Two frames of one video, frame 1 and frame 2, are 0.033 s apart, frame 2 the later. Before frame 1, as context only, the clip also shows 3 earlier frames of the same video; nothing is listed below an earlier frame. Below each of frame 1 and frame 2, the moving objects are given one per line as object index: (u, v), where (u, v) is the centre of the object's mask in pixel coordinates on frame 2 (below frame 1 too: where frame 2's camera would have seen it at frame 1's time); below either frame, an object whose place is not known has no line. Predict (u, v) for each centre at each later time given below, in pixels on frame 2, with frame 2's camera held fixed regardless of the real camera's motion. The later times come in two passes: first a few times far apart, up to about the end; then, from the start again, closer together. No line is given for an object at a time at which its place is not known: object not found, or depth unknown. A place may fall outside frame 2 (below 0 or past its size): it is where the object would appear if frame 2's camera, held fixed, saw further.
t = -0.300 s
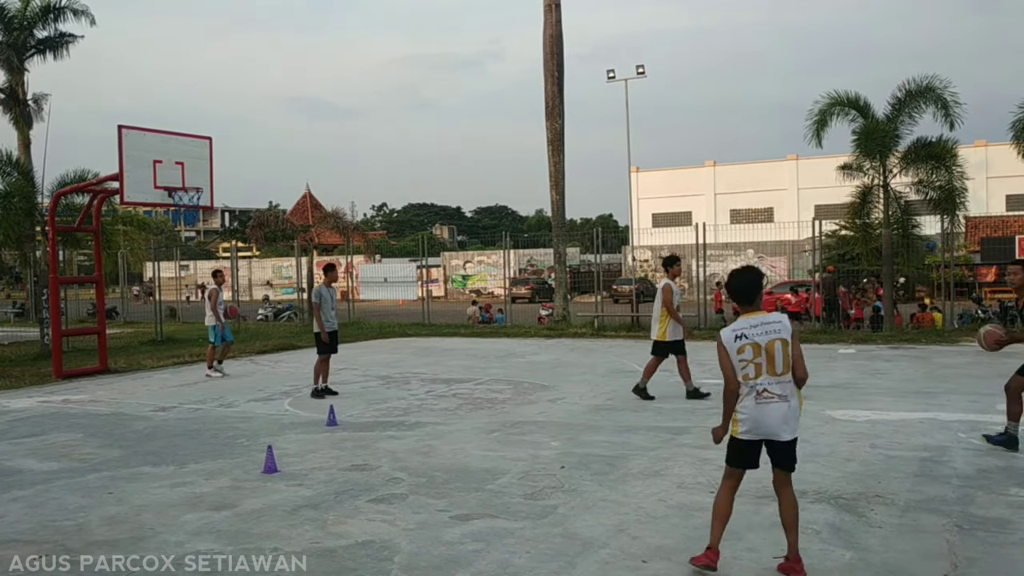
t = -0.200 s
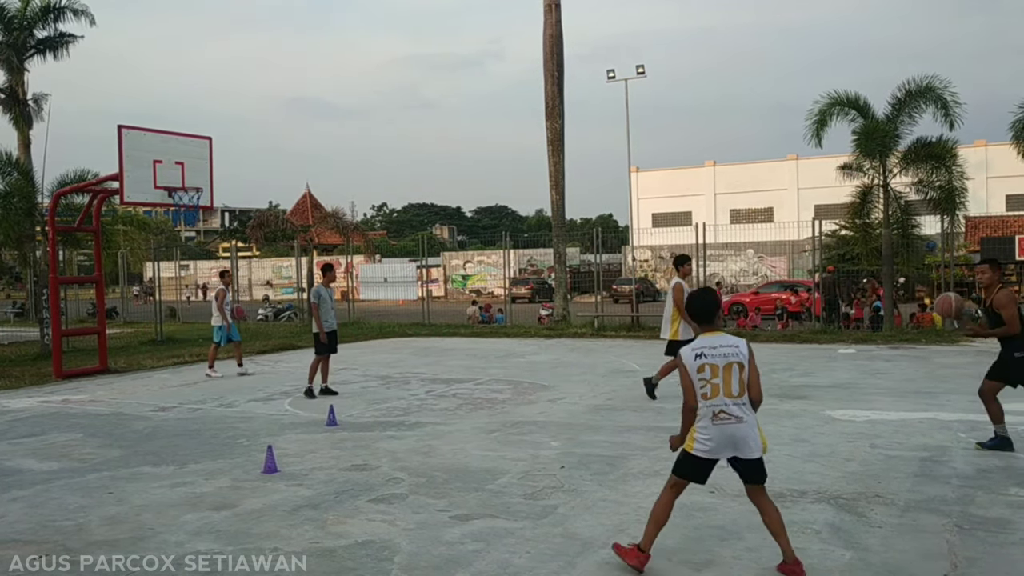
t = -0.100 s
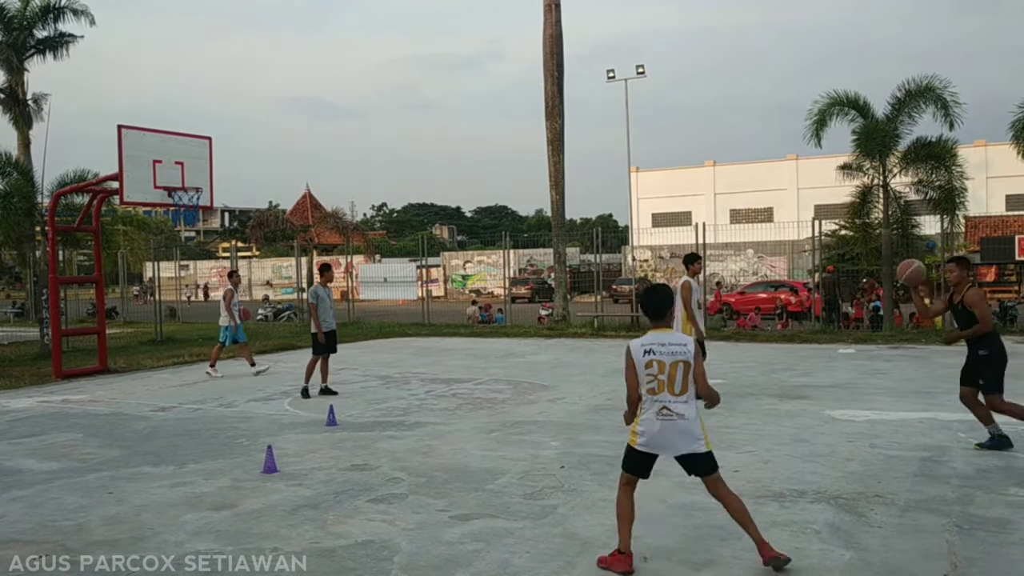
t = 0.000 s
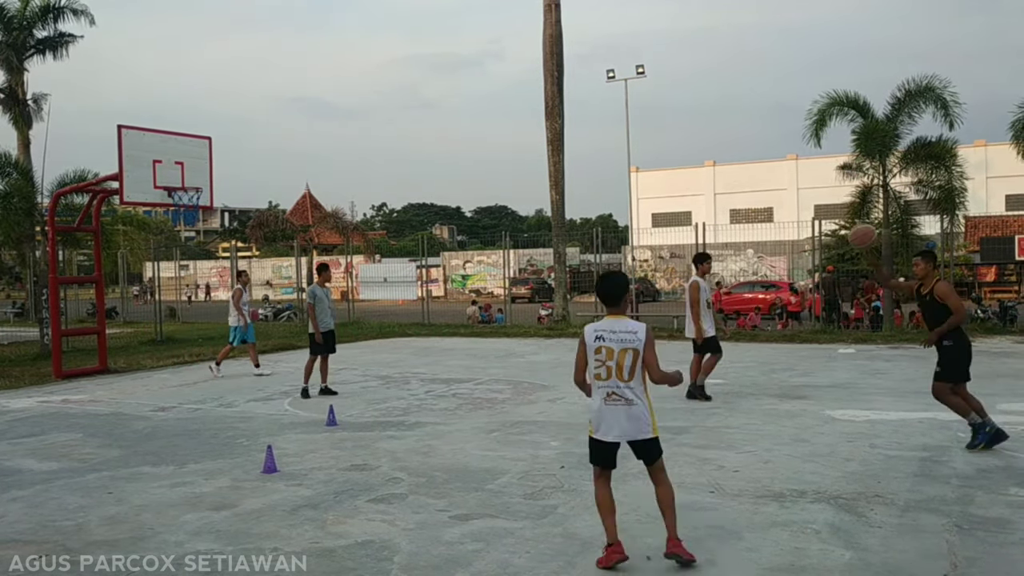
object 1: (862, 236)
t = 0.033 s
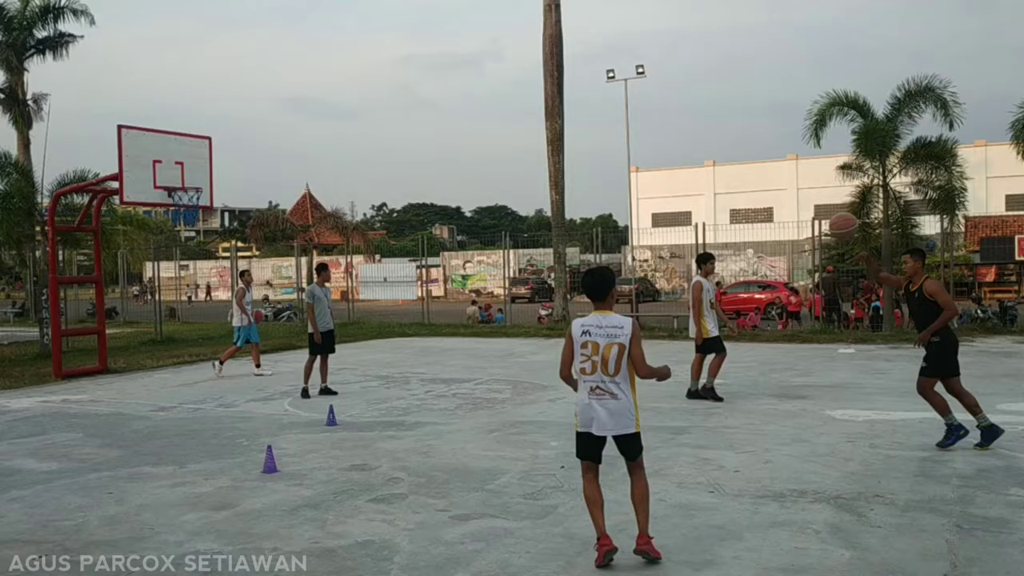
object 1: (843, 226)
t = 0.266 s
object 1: (696, 182)
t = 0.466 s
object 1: (556, 194)
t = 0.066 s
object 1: (823, 216)
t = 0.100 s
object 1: (803, 207)
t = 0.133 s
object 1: (783, 199)
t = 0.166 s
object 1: (761, 193)
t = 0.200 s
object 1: (740, 188)
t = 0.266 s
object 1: (696, 182)
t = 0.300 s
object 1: (674, 181)
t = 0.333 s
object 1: (651, 181)
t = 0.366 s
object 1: (628, 182)
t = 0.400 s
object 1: (604, 185)
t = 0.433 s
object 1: (580, 189)
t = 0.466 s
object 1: (556, 194)
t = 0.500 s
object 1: (531, 202)
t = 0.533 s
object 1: (506, 212)
